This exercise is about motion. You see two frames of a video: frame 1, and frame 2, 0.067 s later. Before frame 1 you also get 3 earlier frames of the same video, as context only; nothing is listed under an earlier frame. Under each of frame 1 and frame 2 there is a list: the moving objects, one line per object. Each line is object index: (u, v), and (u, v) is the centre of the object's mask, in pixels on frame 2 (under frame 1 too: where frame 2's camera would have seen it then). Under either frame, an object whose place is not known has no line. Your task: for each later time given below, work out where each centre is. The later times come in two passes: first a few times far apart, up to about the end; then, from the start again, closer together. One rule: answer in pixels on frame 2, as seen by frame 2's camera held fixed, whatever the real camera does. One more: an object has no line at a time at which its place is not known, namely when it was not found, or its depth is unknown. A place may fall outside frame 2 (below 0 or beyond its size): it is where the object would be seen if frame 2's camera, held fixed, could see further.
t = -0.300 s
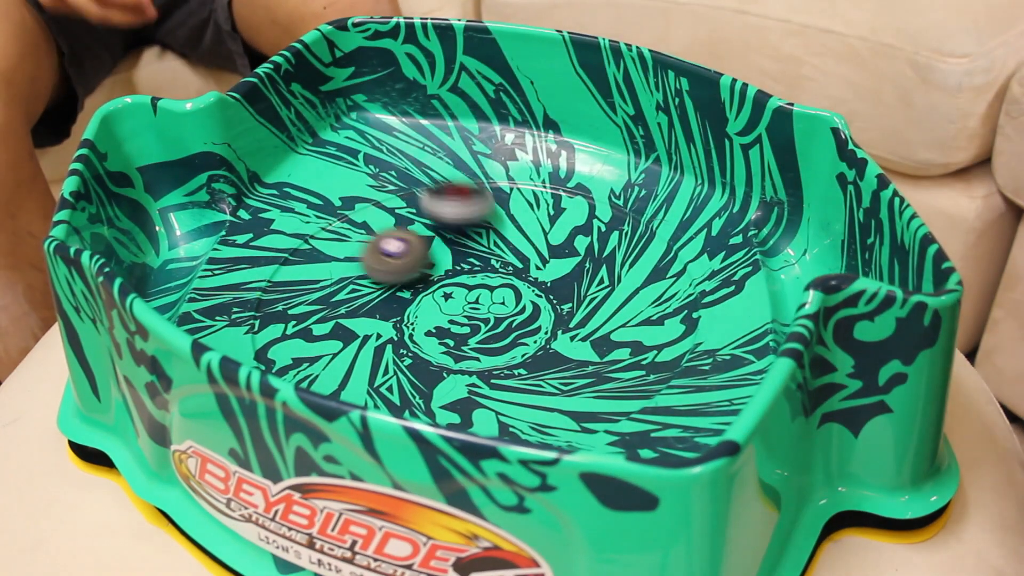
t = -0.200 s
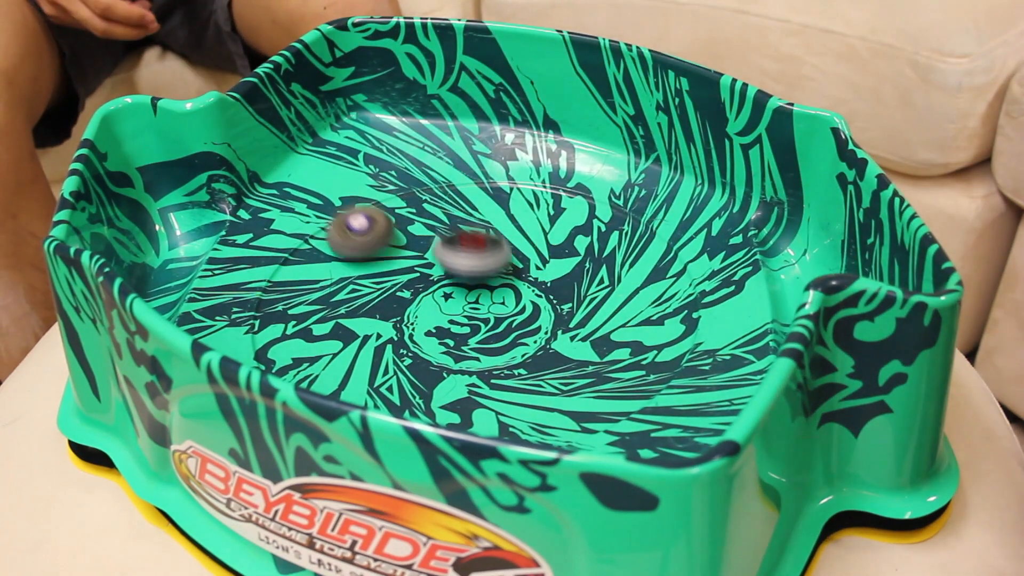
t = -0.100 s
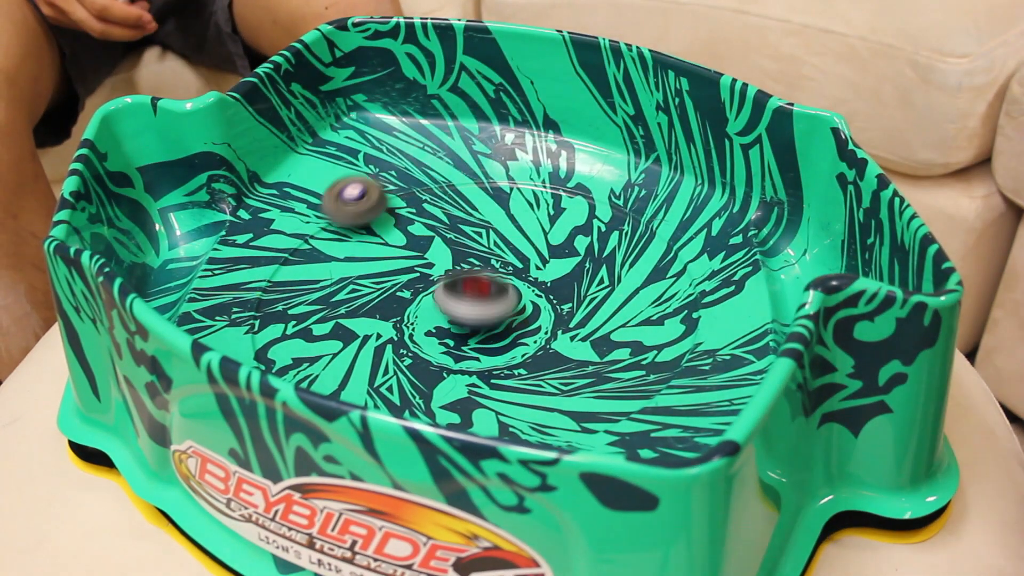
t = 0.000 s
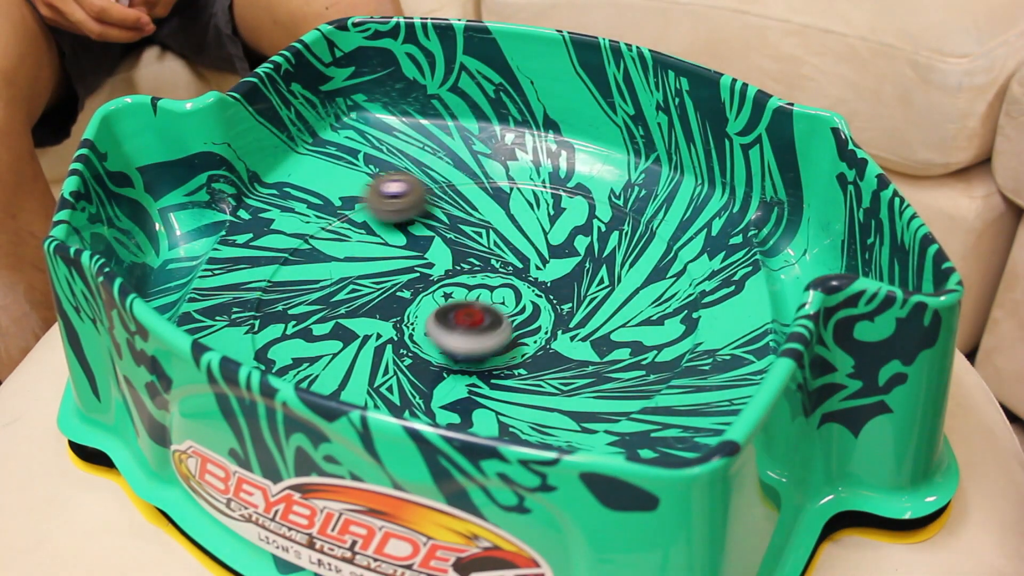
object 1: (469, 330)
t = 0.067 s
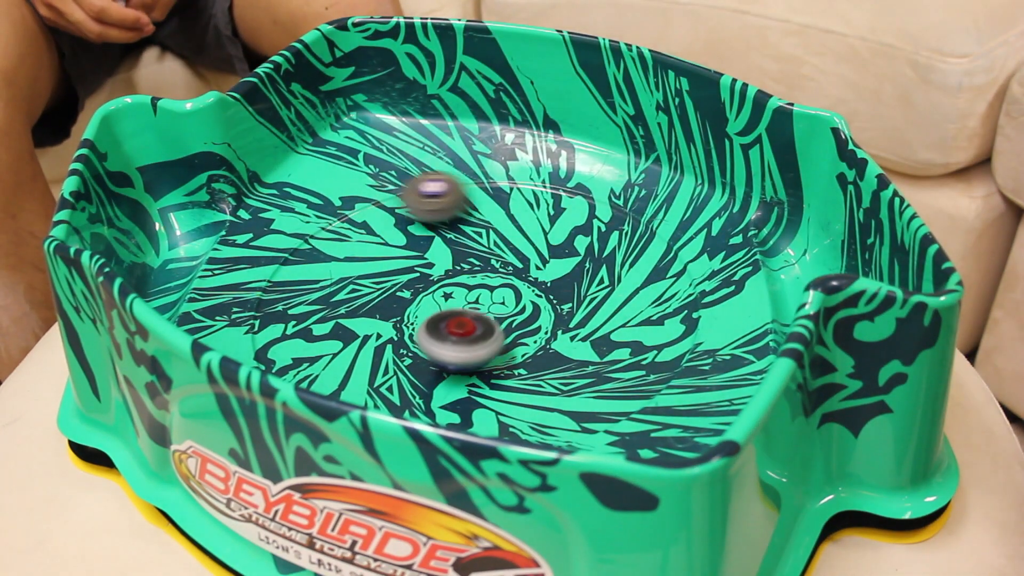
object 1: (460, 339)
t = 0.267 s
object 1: (439, 326)
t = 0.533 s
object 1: (417, 288)
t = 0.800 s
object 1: (400, 265)
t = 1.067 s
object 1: (397, 260)
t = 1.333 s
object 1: (663, 436)
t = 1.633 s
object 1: (572, 377)
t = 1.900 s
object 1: (587, 266)
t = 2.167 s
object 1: (543, 241)
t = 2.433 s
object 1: (491, 259)
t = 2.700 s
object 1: (477, 296)
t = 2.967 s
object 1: (510, 317)
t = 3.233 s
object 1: (540, 314)
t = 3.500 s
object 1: (537, 301)
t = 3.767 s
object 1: (497, 303)
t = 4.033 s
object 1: (595, 339)
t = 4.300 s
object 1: (634, 313)
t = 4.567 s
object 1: (587, 285)
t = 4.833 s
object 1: (514, 282)
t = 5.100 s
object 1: (369, 225)
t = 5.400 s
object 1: (310, 224)
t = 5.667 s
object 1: (374, 295)
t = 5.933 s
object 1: (426, 301)
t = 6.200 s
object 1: (436, 269)
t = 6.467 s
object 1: (438, 248)
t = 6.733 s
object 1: (442, 240)
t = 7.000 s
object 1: (460, 242)
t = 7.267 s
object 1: (492, 248)
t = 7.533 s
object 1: (524, 254)
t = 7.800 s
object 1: (550, 262)
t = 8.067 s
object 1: (563, 270)
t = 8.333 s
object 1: (559, 286)
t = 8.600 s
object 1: (548, 307)
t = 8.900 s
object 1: (531, 327)
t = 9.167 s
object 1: (512, 339)
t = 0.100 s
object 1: (456, 341)
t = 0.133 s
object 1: (452, 339)
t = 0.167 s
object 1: (448, 337)
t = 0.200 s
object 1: (445, 335)
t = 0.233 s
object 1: (442, 331)
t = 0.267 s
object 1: (439, 326)
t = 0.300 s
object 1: (437, 321)
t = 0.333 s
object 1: (435, 317)
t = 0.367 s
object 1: (431, 311)
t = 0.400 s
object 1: (429, 306)
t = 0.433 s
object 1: (426, 301)
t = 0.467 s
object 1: (423, 297)
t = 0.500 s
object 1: (420, 292)
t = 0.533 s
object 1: (417, 288)
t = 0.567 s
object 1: (414, 284)
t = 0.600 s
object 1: (411, 281)
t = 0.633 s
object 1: (409, 277)
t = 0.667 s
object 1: (407, 275)
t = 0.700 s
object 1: (405, 272)
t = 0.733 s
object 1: (403, 269)
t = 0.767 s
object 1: (402, 267)
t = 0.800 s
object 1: (400, 265)
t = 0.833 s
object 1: (399, 264)
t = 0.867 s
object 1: (397, 262)
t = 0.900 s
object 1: (396, 261)
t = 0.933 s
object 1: (395, 260)
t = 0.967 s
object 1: (395, 259)
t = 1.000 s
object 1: (395, 258)
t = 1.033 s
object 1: (395, 257)
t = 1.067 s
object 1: (397, 260)
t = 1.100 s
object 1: (429, 301)
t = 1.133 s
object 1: (471, 343)
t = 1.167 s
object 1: (508, 375)
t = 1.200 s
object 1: (550, 404)
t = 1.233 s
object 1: (592, 417)
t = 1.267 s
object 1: (631, 426)
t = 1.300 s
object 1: (666, 442)
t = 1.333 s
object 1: (663, 436)
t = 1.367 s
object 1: (647, 432)
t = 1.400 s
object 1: (630, 435)
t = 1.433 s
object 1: (616, 430)
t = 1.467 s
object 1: (597, 425)
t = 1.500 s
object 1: (584, 421)
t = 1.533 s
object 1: (568, 414)
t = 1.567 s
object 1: (557, 405)
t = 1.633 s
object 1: (572, 377)
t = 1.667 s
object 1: (578, 360)
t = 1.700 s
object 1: (583, 345)
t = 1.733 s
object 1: (586, 329)
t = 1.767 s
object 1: (588, 312)
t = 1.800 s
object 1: (590, 300)
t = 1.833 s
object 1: (590, 287)
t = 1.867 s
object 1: (589, 276)
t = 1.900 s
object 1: (587, 266)
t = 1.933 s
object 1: (584, 259)
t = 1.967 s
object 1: (580, 253)
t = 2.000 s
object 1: (576, 249)
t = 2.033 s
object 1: (570, 245)
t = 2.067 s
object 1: (565, 243)
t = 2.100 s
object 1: (557, 242)
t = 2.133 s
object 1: (551, 241)
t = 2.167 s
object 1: (543, 241)
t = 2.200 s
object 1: (536, 242)
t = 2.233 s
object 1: (529, 243)
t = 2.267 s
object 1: (521, 245)
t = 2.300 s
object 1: (514, 247)
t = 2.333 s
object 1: (508, 250)
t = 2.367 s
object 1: (501, 253)
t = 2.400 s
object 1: (496, 256)
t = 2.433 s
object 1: (491, 259)
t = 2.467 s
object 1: (487, 264)
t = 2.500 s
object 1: (483, 268)
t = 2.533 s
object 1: (480, 272)
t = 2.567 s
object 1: (477, 277)
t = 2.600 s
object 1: (476, 282)
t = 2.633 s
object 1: (475, 287)
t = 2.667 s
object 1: (475, 291)
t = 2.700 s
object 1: (477, 296)
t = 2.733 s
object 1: (479, 300)
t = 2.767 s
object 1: (483, 304)
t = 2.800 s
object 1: (486, 307)
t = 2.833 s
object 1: (491, 310)
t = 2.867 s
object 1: (496, 313)
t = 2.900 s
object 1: (500, 315)
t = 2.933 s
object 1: (505, 316)
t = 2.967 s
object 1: (510, 317)
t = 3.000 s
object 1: (515, 318)
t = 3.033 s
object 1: (520, 319)
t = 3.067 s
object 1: (524, 319)
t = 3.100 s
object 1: (528, 318)
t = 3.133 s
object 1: (532, 317)
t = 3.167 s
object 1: (535, 316)
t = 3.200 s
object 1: (538, 315)
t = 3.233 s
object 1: (540, 314)
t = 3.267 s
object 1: (542, 312)
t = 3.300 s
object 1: (543, 310)
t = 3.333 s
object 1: (543, 308)
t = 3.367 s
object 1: (543, 306)
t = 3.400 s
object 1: (543, 305)
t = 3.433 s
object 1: (542, 303)
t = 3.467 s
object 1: (540, 302)
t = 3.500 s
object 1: (537, 301)
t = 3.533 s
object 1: (533, 300)
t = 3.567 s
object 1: (529, 300)
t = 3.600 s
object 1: (524, 299)
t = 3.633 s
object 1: (519, 300)
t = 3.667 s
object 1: (513, 300)
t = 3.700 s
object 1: (508, 301)
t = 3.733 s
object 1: (503, 302)
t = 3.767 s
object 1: (497, 303)
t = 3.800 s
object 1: (492, 305)
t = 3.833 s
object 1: (487, 306)
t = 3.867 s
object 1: (482, 308)
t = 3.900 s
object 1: (497, 312)
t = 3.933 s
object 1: (528, 324)
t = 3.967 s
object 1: (553, 331)
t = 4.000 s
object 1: (576, 336)
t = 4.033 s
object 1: (595, 339)
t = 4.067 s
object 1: (612, 339)
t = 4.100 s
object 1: (623, 338)
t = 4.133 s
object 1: (630, 335)
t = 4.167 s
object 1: (635, 332)
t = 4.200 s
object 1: (637, 327)
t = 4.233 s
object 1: (637, 323)
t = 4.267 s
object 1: (636, 318)
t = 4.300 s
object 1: (634, 313)
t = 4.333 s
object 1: (630, 308)
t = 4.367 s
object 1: (626, 304)
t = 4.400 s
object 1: (621, 300)
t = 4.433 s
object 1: (615, 296)
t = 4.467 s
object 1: (609, 293)
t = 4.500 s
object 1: (602, 289)
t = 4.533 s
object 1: (595, 287)
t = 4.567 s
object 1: (587, 285)
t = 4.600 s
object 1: (579, 283)
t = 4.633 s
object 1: (572, 281)
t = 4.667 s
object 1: (562, 280)
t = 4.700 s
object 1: (553, 280)
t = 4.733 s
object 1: (544, 280)
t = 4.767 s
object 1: (535, 281)
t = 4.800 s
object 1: (524, 281)
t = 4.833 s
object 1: (514, 282)
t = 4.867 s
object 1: (504, 284)
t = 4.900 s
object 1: (494, 286)
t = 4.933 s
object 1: (485, 287)
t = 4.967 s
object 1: (476, 290)
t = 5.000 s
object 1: (453, 277)
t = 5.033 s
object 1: (424, 260)
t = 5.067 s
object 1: (395, 243)
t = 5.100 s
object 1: (369, 225)
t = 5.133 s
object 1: (345, 211)
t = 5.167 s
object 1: (327, 199)
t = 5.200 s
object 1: (320, 194)
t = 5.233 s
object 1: (315, 199)
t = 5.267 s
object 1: (311, 199)
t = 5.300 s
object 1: (309, 204)
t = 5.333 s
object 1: (307, 207)
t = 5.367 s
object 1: (307, 214)
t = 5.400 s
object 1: (310, 224)
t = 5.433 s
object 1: (315, 233)
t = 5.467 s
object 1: (321, 244)
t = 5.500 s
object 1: (328, 253)
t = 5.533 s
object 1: (335, 262)
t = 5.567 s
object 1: (344, 271)
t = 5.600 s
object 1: (354, 281)
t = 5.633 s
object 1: (364, 288)
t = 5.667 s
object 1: (374, 295)
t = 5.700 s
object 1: (383, 299)
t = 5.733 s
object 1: (391, 303)
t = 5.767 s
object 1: (399, 306)
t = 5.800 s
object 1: (407, 307)
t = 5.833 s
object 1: (413, 307)
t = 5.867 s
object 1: (418, 306)
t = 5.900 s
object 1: (422, 304)
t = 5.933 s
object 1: (426, 301)
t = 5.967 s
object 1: (428, 297)
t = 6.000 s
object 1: (430, 294)
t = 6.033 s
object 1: (432, 290)
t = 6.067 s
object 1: (433, 286)
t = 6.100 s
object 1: (434, 282)
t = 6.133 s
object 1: (435, 277)
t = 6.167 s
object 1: (435, 274)
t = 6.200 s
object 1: (436, 269)
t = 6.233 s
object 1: (436, 266)
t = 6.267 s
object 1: (436, 263)
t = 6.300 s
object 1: (437, 259)
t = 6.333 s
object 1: (437, 256)
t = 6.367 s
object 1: (437, 254)
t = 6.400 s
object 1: (438, 252)
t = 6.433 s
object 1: (438, 249)
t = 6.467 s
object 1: (438, 248)
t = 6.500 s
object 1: (438, 246)
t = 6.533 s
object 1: (438, 244)
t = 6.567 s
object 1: (439, 243)
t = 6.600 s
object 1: (439, 242)
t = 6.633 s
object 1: (440, 241)
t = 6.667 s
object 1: (440, 241)
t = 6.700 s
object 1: (441, 240)
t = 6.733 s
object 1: (442, 240)
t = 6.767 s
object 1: (443, 240)
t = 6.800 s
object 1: (444, 239)
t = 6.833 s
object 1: (446, 239)
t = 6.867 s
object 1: (448, 240)
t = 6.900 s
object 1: (450, 240)
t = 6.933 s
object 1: (453, 240)
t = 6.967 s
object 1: (457, 241)
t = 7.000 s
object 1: (460, 242)
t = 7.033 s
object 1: (464, 242)
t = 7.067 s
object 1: (467, 243)
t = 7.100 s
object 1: (471, 243)
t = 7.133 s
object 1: (475, 244)
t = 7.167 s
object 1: (479, 245)
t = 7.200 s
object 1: (483, 246)
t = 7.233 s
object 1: (488, 247)
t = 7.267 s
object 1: (492, 248)
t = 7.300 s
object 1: (496, 248)
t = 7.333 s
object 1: (500, 249)
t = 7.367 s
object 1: (504, 250)
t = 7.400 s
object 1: (509, 251)
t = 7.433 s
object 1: (513, 251)
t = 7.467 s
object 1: (516, 252)
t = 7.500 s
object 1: (520, 253)
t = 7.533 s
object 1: (524, 254)
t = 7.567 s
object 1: (527, 255)
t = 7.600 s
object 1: (531, 257)
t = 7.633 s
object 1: (534, 257)
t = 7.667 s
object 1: (537, 258)
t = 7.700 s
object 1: (540, 259)
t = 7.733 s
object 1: (544, 260)
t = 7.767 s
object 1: (546, 261)
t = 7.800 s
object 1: (550, 262)
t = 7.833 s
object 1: (553, 263)
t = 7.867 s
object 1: (555, 264)
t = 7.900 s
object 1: (557, 265)
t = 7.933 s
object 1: (559, 266)
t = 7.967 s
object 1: (560, 267)
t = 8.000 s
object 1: (561, 268)
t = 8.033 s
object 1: (562, 269)
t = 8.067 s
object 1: (563, 270)
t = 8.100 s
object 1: (563, 272)
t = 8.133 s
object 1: (563, 273)
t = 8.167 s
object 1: (563, 275)
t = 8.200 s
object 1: (562, 277)
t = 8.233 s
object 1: (562, 279)
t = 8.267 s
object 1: (561, 281)
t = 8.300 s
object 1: (560, 283)
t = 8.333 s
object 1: (559, 286)
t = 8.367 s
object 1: (559, 288)
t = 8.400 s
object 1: (558, 291)
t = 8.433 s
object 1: (557, 294)
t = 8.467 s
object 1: (555, 296)
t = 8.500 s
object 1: (553, 299)
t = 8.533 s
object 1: (552, 301)
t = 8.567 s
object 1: (550, 304)
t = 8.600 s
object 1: (548, 307)
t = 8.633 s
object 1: (546, 309)
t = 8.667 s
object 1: (545, 312)
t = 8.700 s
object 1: (543, 314)
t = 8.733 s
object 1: (541, 316)
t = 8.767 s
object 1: (539, 319)
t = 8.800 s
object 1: (537, 321)
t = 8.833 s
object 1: (535, 323)
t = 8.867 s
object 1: (533, 325)
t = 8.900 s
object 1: (531, 327)
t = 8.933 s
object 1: (529, 330)
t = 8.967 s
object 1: (526, 332)
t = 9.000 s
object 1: (524, 333)
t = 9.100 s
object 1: (517, 338)
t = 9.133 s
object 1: (514, 338)
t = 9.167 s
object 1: (512, 339)
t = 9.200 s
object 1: (509, 340)
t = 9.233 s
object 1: (506, 341)
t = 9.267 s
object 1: (503, 342)
